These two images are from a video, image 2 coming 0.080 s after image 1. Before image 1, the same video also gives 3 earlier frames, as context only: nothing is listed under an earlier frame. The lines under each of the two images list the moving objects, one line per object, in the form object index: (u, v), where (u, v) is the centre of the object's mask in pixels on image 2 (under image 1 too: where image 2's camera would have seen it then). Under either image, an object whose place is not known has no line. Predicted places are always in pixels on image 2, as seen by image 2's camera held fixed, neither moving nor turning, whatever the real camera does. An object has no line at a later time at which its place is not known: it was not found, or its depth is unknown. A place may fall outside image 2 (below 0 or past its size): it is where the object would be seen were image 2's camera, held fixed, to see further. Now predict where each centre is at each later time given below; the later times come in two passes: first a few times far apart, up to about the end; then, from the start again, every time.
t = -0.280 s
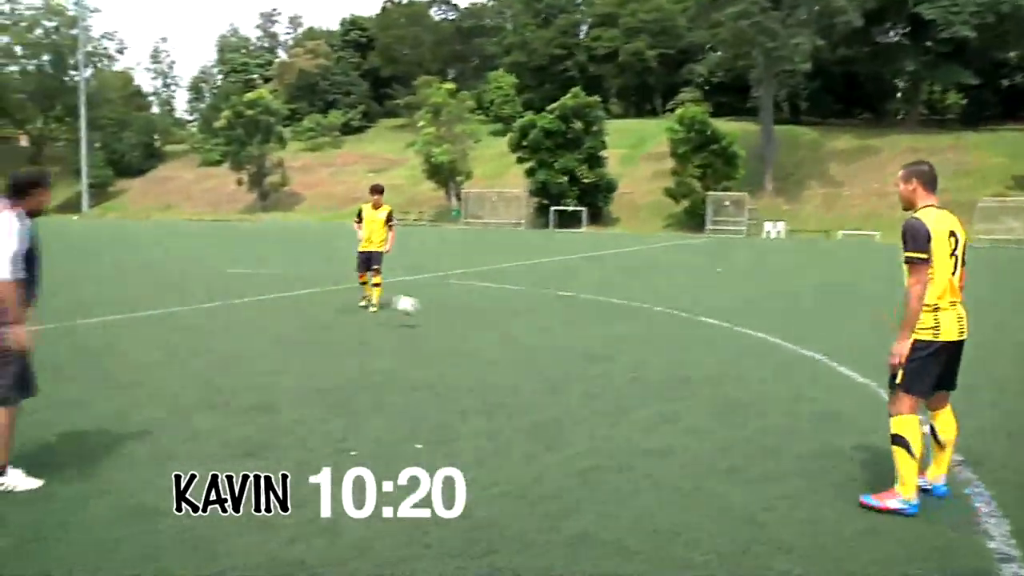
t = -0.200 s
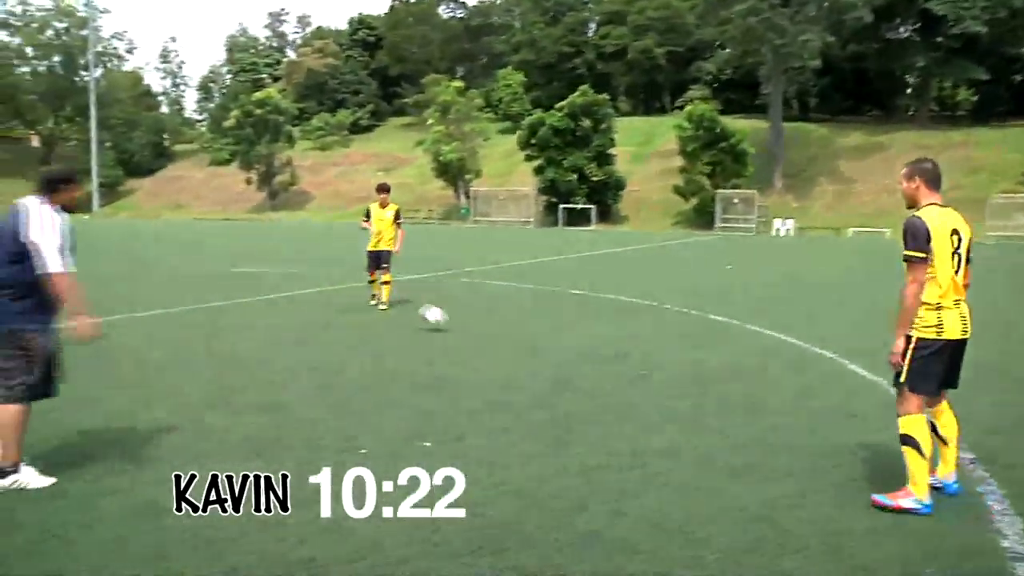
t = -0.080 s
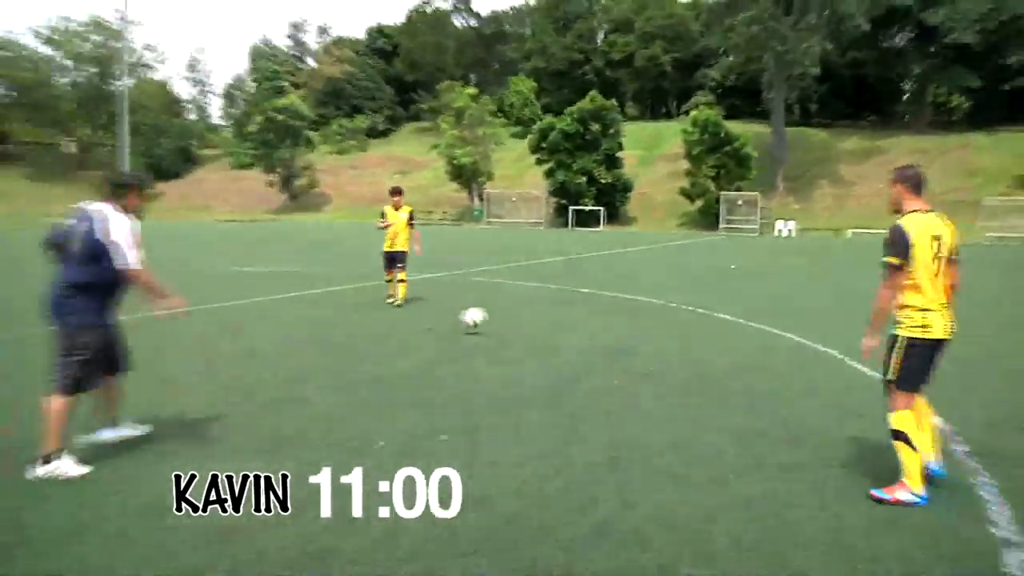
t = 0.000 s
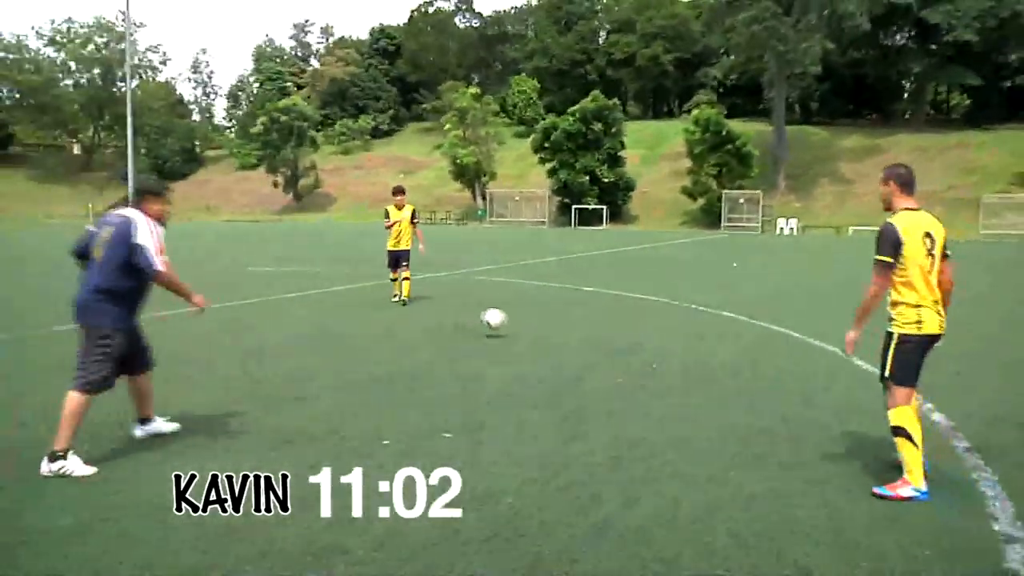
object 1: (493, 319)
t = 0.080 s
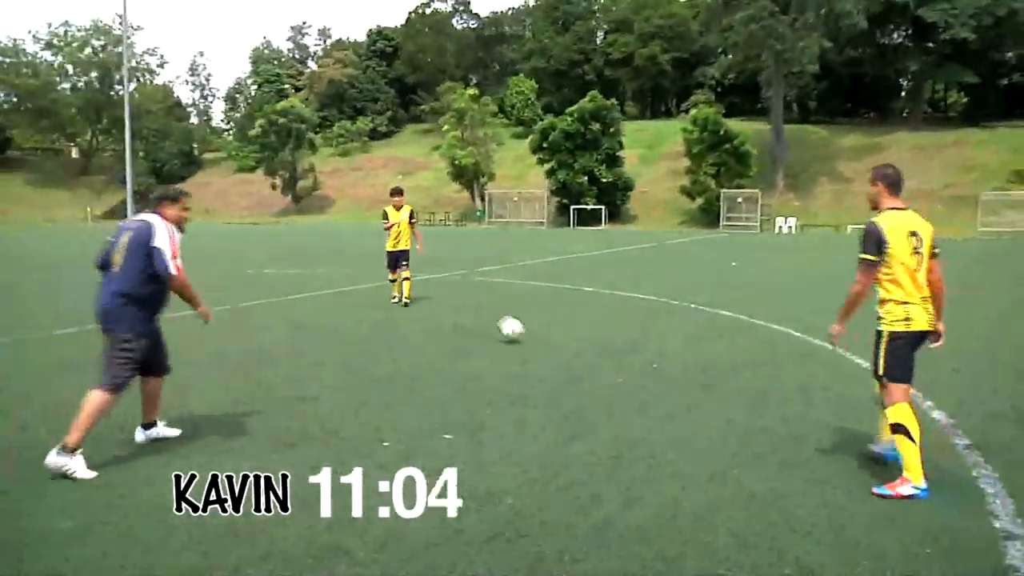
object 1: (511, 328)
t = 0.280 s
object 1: (557, 339)
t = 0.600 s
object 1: (644, 363)
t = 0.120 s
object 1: (520, 332)
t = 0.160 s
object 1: (528, 333)
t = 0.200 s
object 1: (538, 333)
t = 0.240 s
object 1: (548, 335)
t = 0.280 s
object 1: (557, 339)
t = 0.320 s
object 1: (567, 343)
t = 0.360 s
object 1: (577, 347)
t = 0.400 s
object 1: (587, 348)
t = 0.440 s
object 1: (598, 351)
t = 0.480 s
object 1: (609, 355)
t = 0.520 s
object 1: (620, 358)
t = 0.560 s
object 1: (632, 360)
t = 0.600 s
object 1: (644, 363)
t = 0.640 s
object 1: (657, 367)
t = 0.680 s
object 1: (670, 369)
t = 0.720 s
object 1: (683, 373)
